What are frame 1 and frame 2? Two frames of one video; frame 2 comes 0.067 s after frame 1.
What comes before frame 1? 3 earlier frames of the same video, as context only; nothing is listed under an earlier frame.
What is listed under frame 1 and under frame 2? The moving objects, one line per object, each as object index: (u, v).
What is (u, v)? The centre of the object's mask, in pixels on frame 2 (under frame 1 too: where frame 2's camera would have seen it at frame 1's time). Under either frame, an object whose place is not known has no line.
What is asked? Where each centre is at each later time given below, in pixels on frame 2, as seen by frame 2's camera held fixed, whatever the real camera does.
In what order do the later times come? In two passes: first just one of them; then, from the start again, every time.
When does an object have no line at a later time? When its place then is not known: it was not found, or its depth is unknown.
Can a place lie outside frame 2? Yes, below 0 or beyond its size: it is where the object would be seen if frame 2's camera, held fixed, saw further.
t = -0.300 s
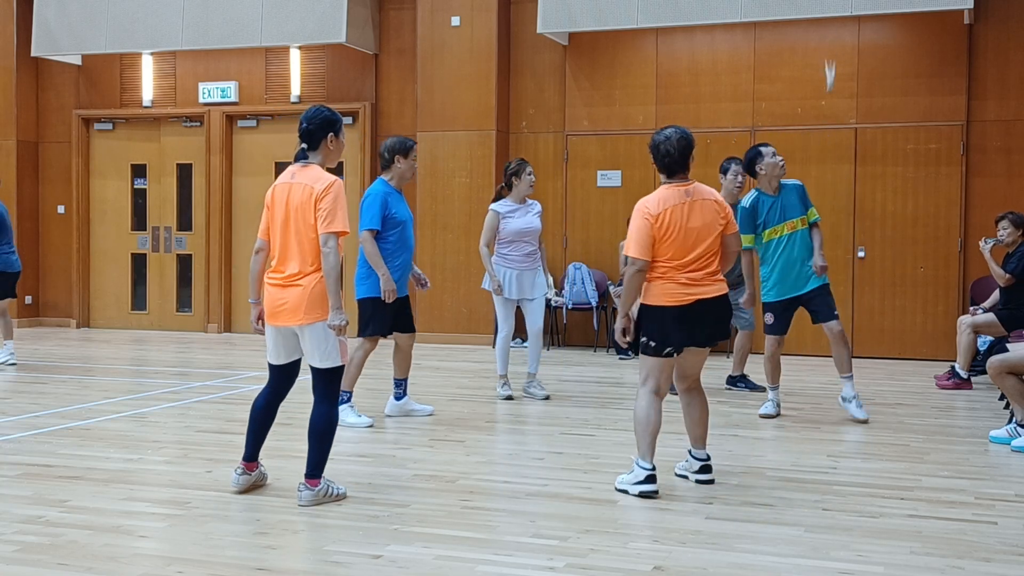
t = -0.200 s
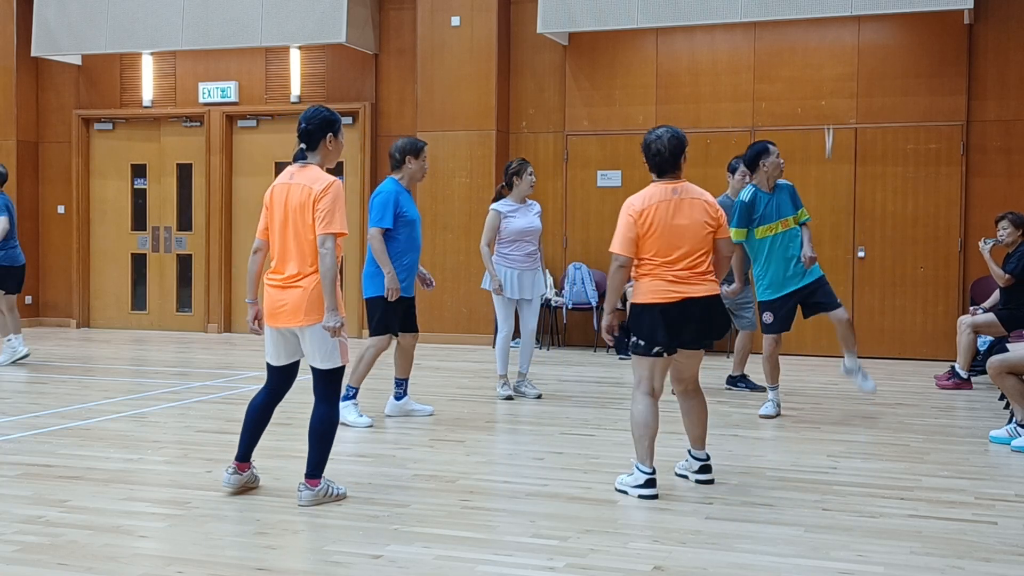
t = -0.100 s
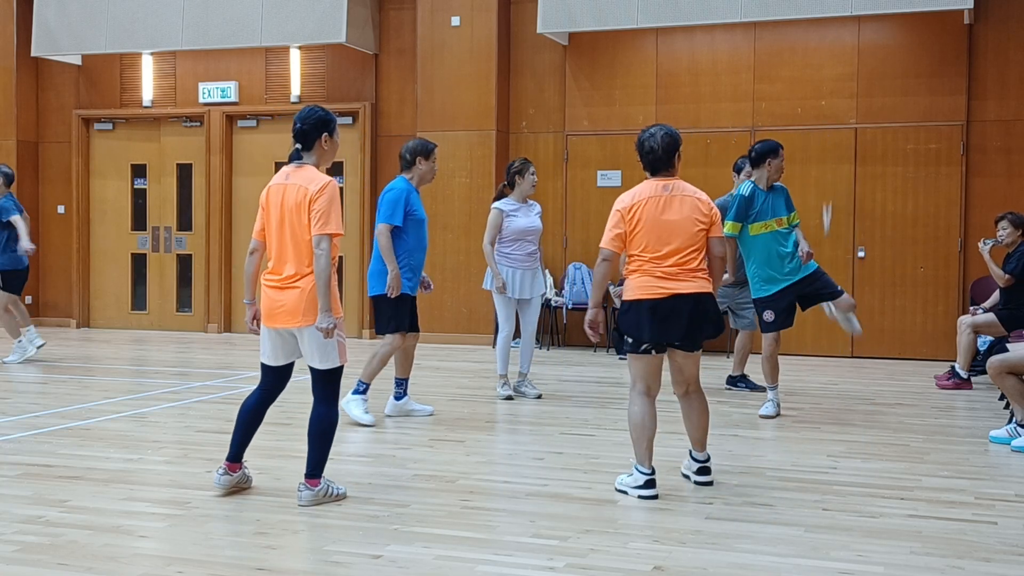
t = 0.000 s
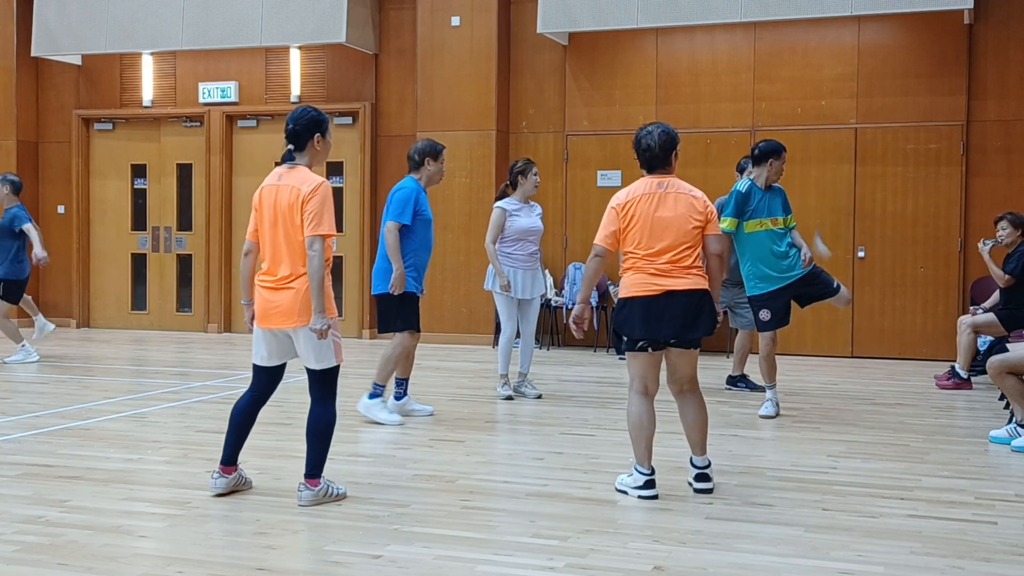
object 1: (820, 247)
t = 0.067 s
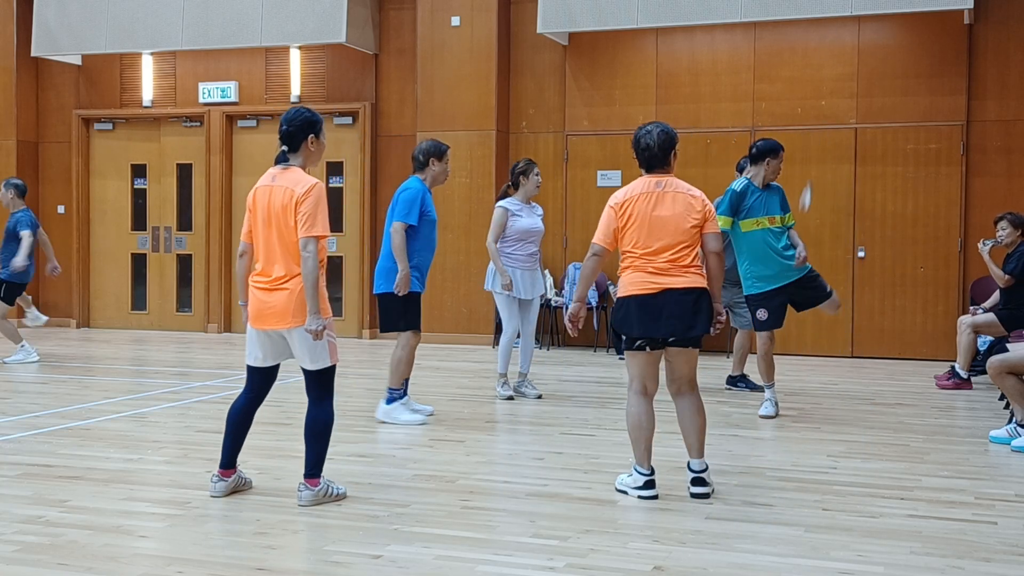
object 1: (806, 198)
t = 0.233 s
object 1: (799, 105)
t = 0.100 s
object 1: (806, 178)
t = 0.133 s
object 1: (807, 158)
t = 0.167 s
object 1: (807, 138)
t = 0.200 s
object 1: (802, 119)
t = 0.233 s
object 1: (799, 105)
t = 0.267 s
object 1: (795, 93)
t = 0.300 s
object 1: (790, 82)
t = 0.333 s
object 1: (786, 74)
